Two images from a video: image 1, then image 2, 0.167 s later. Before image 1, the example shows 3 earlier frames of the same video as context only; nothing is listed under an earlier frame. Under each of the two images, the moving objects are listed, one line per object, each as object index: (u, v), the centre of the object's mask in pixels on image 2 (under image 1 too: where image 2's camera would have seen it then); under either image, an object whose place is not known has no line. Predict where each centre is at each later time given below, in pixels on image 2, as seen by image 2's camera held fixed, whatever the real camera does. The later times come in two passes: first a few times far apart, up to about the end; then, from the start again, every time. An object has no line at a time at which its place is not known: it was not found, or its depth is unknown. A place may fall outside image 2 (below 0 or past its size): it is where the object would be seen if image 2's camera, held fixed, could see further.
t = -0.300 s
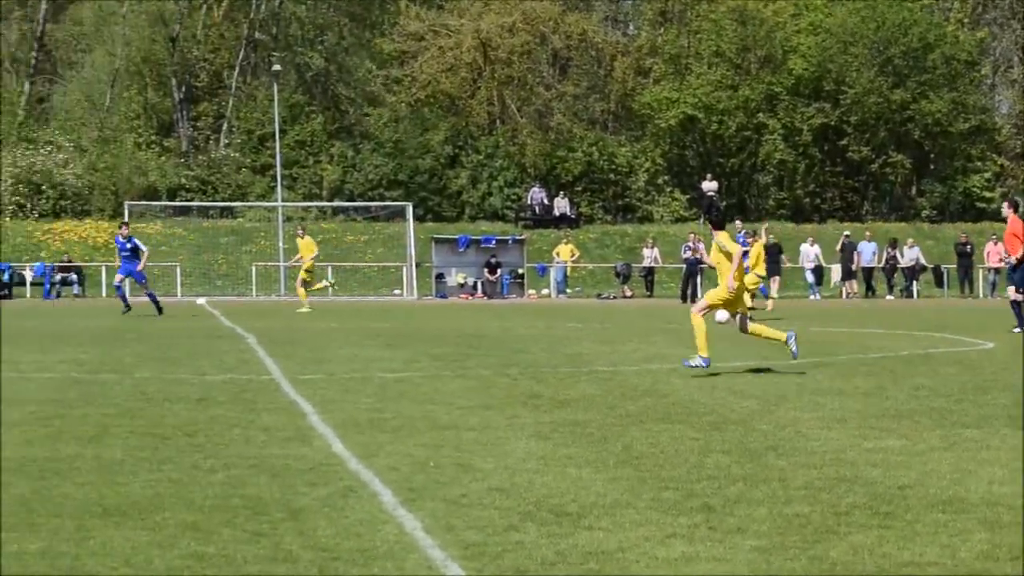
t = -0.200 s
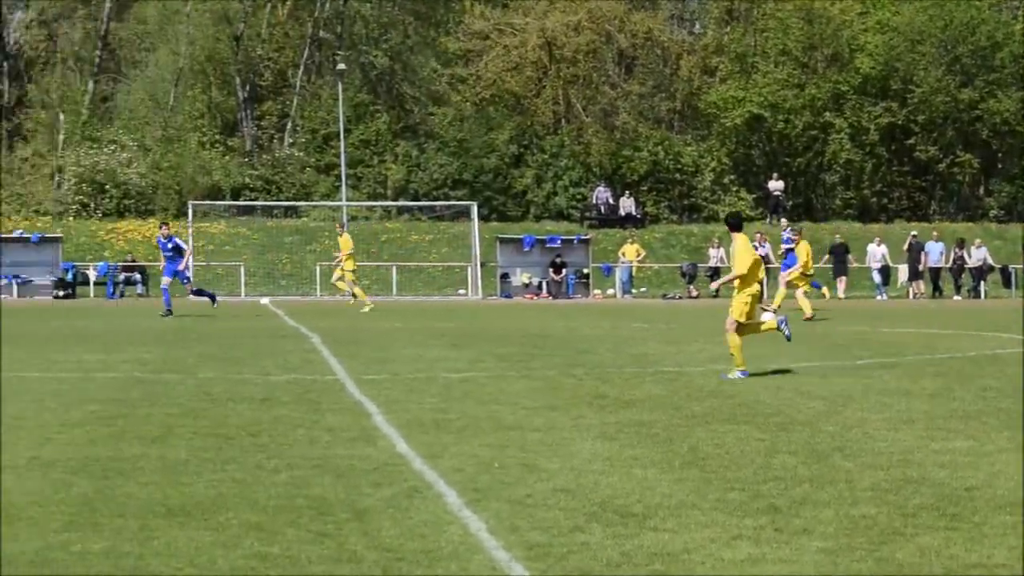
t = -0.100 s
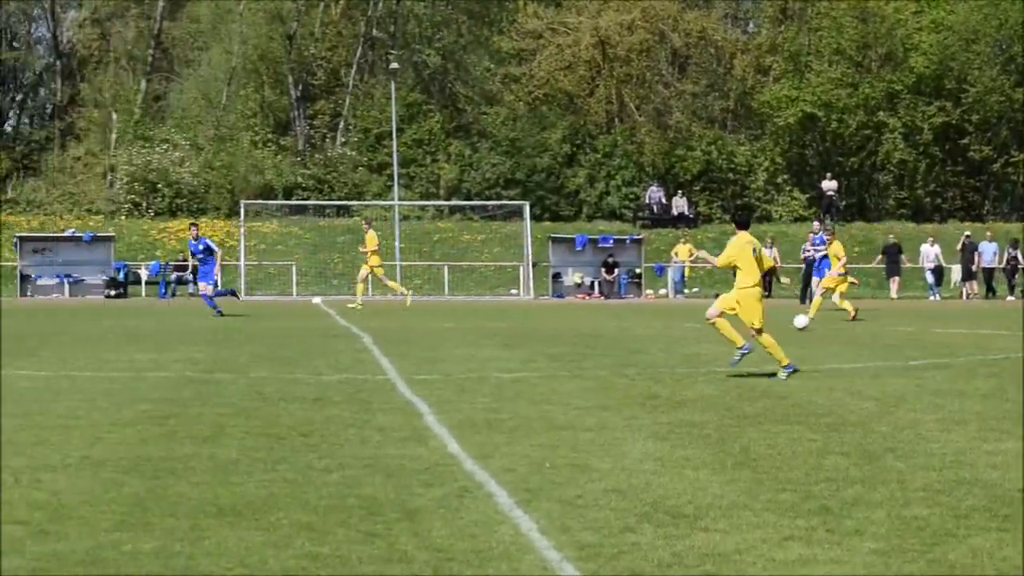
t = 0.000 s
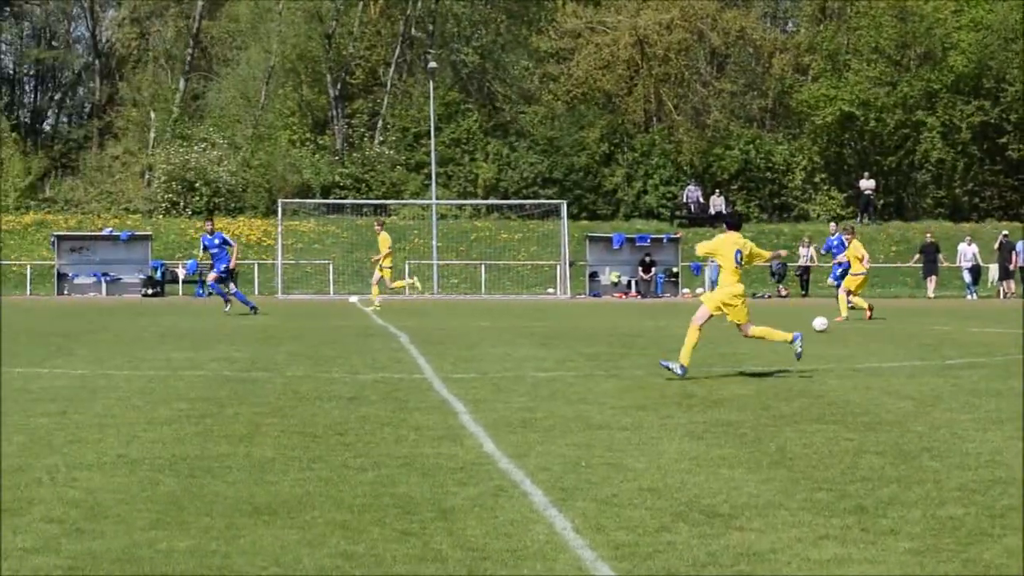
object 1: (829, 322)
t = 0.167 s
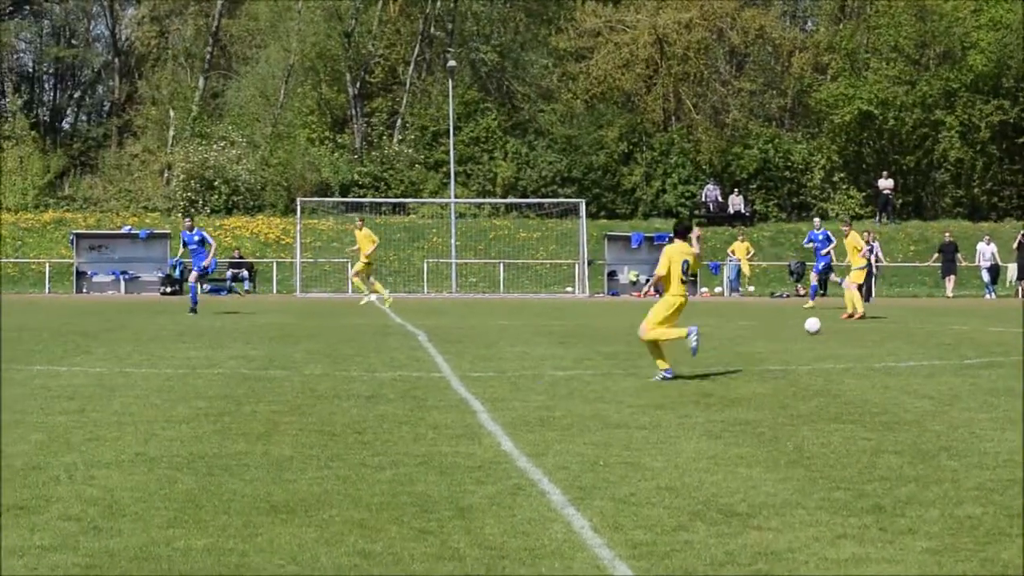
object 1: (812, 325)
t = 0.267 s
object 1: (800, 331)
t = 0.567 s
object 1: (757, 336)
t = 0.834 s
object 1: (721, 341)
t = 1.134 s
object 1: (681, 348)
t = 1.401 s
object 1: (641, 357)
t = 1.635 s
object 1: (607, 369)
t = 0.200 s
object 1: (808, 328)
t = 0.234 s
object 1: (806, 329)
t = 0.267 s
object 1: (800, 331)
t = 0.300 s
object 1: (794, 330)
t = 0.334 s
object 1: (791, 330)
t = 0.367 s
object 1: (785, 331)
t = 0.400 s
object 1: (780, 333)
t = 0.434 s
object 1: (777, 335)
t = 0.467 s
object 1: (771, 337)
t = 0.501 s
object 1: (765, 335)
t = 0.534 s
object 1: (762, 335)
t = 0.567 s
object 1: (757, 336)
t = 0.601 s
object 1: (751, 339)
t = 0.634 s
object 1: (748, 340)
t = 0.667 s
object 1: (742, 337)
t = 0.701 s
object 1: (737, 335)
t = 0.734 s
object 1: (734, 336)
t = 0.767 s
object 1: (730, 337)
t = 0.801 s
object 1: (724, 340)
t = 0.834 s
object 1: (721, 341)
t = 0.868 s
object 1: (716, 341)
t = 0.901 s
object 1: (710, 341)
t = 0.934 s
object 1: (708, 342)
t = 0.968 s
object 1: (703, 345)
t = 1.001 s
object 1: (697, 346)
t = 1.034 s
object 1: (694, 345)
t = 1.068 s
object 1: (689, 346)
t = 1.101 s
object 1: (683, 347)
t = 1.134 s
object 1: (681, 348)
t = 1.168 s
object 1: (675, 352)
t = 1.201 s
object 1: (670, 354)
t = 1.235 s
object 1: (667, 353)
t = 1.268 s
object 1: (661, 351)
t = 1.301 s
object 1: (655, 350)
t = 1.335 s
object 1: (652, 350)
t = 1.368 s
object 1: (646, 353)
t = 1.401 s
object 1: (641, 357)
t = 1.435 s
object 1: (637, 359)
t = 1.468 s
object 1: (632, 363)
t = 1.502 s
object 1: (626, 363)
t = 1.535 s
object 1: (623, 363)
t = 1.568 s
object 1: (616, 365)
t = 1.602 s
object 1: (610, 369)
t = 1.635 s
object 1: (607, 369)
